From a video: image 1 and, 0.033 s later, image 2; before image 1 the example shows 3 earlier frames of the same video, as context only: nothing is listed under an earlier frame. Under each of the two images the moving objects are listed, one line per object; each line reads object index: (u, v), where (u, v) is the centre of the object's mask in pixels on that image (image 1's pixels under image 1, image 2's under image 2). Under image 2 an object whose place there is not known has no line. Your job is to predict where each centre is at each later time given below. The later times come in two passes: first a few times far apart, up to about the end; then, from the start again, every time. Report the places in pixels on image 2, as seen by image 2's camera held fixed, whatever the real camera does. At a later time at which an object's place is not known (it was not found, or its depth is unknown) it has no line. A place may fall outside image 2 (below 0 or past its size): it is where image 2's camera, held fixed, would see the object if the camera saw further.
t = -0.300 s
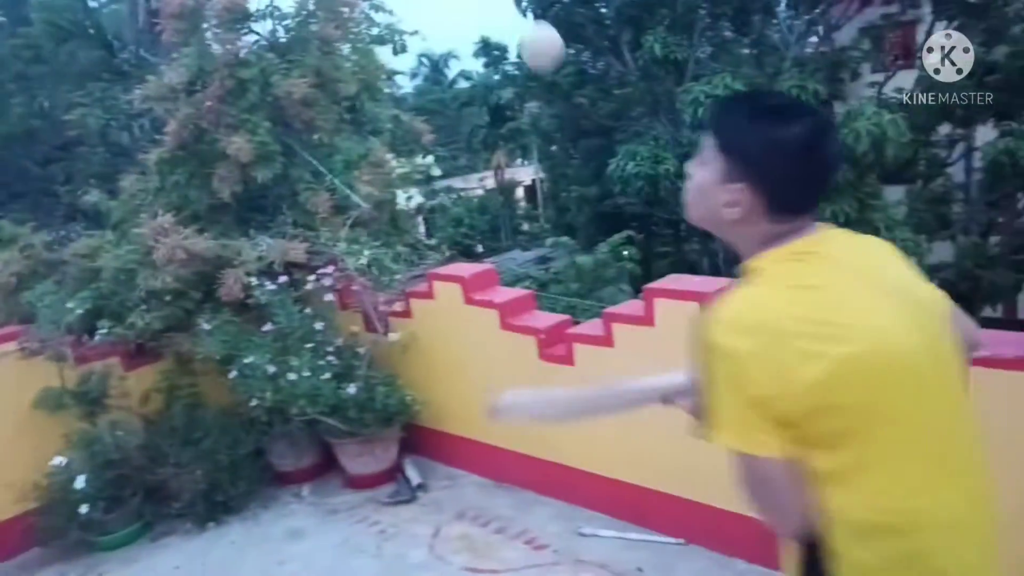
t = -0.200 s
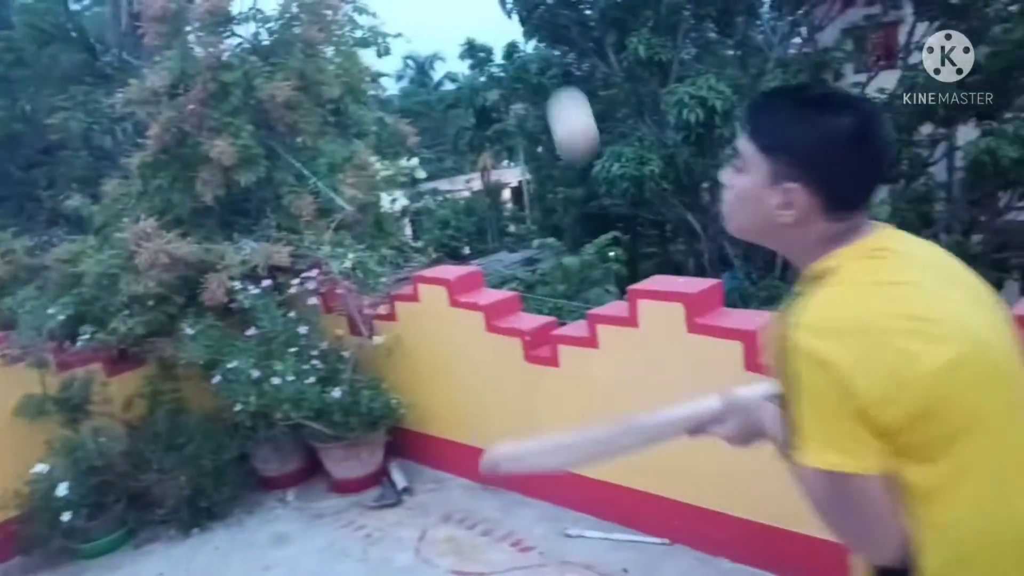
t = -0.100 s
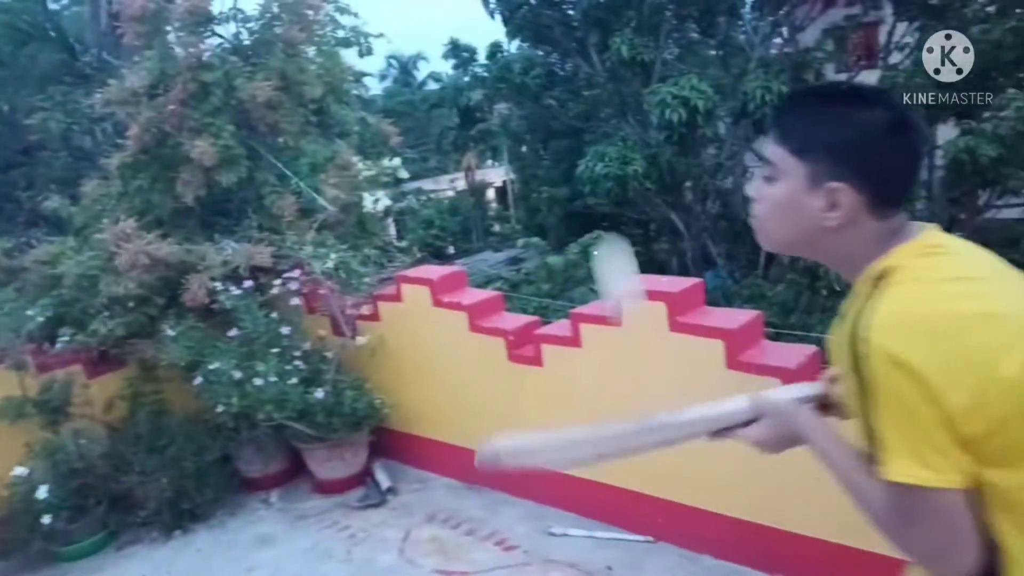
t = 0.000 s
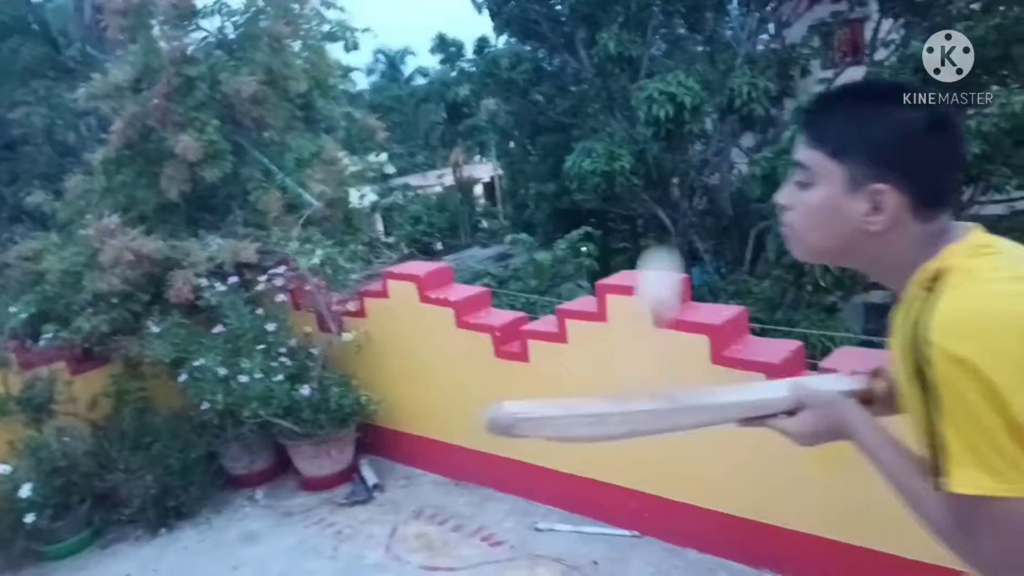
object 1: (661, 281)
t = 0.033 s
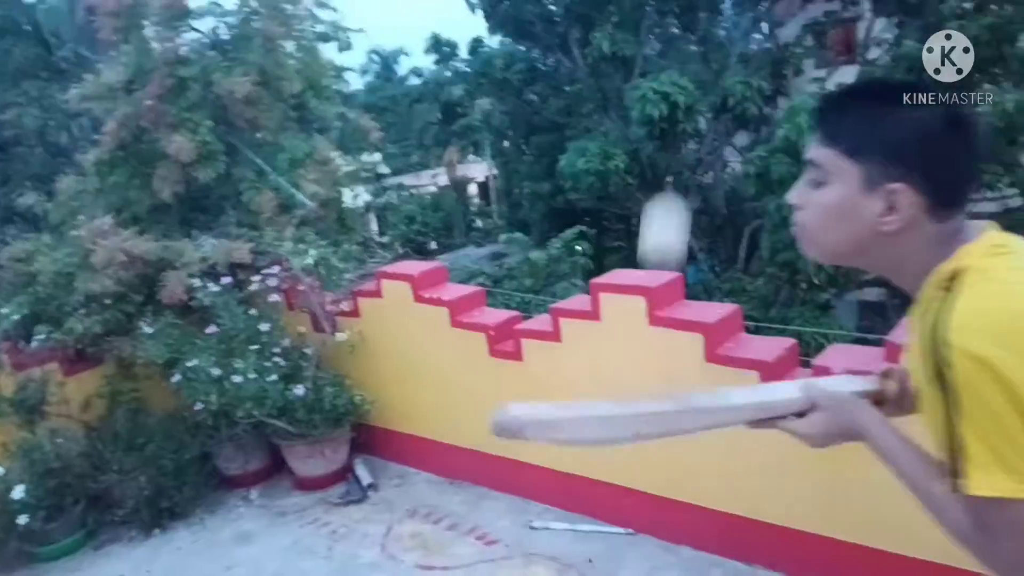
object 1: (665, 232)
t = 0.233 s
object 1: (754, 38)
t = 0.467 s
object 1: (860, 179)
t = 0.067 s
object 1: (677, 187)
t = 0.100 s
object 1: (691, 146)
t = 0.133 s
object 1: (706, 108)
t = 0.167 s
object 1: (722, 77)
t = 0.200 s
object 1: (738, 54)
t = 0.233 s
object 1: (754, 38)
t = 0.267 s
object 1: (771, 31)
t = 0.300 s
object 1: (789, 31)
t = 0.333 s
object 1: (806, 41)
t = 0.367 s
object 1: (821, 62)
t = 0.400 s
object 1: (832, 92)
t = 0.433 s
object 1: (847, 131)
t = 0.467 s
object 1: (860, 179)
